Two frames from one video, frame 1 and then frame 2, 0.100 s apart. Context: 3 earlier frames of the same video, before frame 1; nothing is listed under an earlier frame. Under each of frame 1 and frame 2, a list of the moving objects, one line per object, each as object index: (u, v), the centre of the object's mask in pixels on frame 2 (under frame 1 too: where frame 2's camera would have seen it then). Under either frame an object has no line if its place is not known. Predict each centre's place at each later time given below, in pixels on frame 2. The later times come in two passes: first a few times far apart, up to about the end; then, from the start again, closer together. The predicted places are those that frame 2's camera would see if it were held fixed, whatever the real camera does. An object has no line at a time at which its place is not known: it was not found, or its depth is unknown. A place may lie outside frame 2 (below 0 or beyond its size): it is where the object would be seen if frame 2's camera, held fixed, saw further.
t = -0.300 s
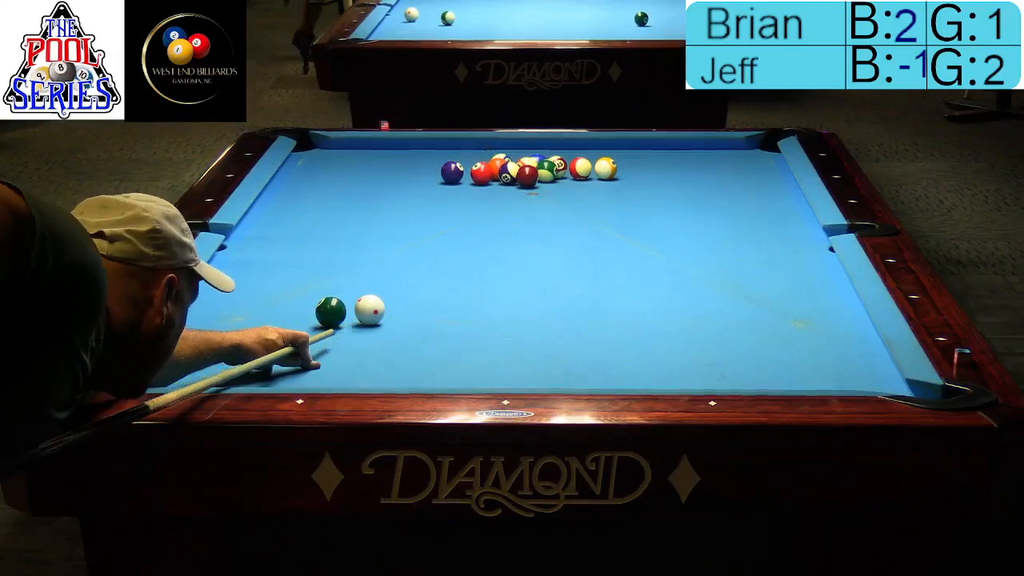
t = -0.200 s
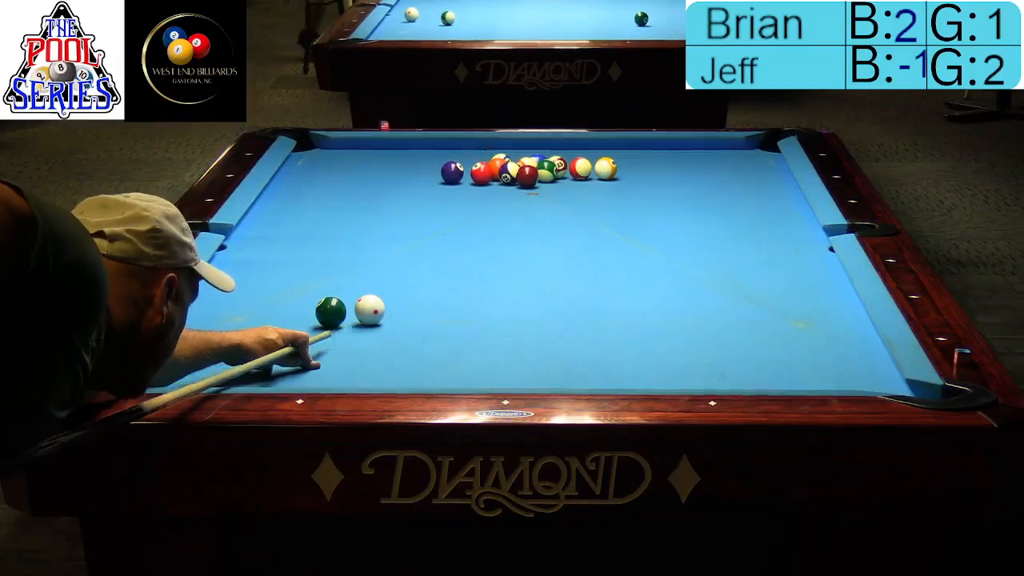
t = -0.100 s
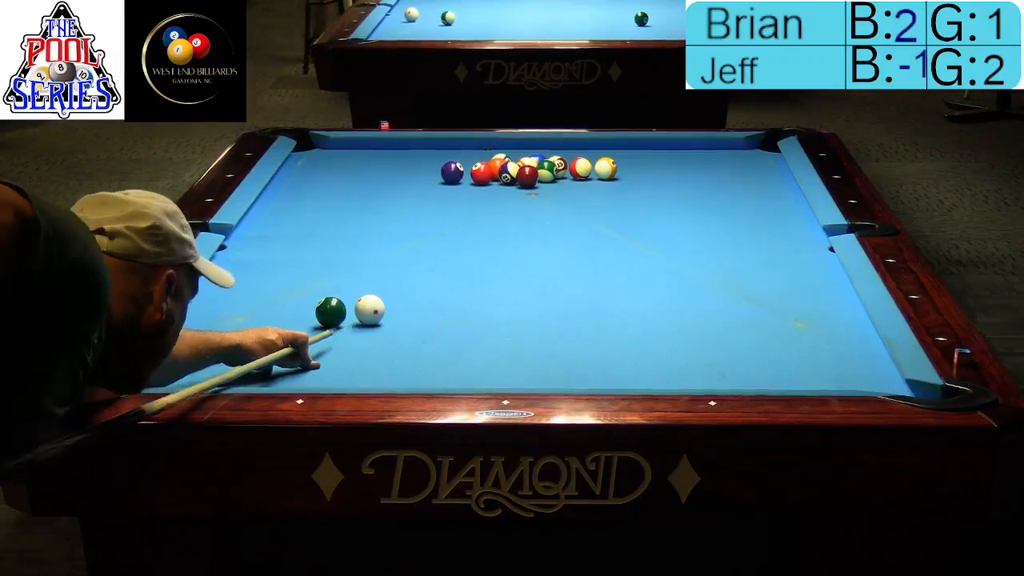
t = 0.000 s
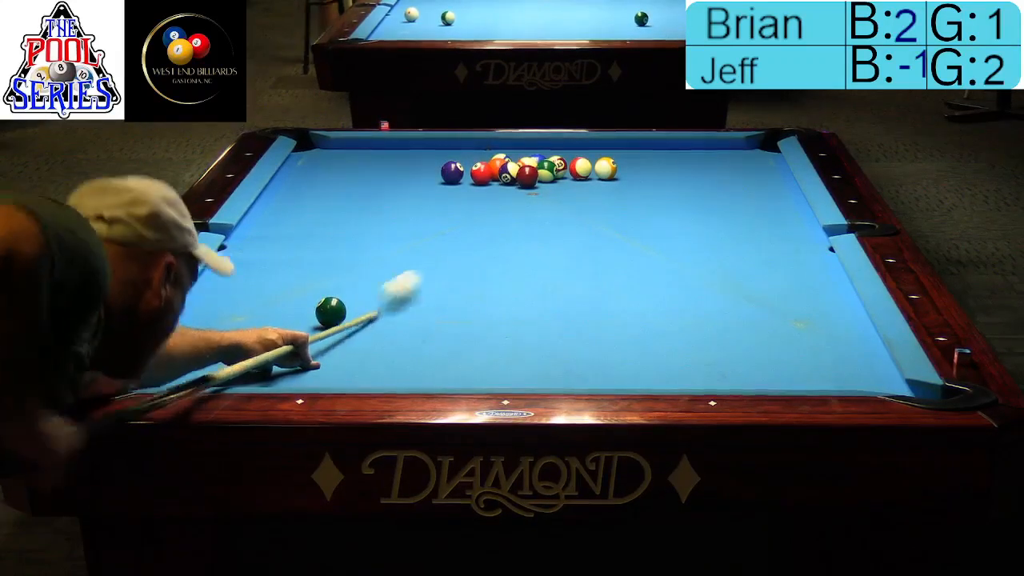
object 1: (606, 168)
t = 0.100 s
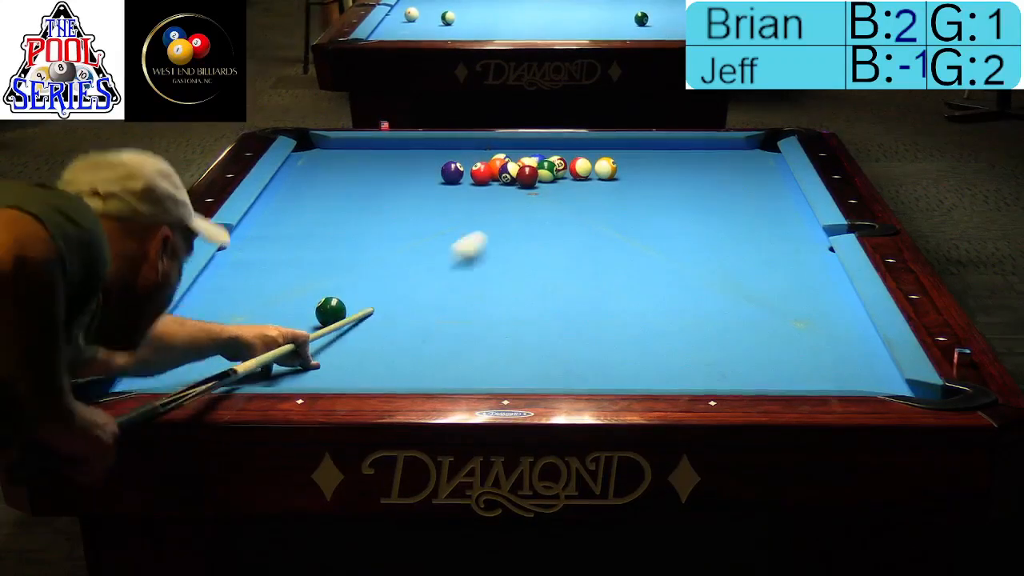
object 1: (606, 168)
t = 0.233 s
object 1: (606, 168)
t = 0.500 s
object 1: (655, 148)
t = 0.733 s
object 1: (699, 156)
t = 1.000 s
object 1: (736, 179)
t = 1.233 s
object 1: (773, 201)
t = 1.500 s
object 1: (802, 228)
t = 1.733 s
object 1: (796, 251)
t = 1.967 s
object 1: (790, 276)
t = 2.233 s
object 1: (781, 307)
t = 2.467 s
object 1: (773, 336)
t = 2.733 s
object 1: (762, 372)
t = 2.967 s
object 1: (733, 378)
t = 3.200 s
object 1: (686, 360)
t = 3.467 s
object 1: (639, 339)
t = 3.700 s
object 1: (602, 323)
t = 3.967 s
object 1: (563, 306)
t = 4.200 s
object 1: (532, 292)
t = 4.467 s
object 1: (501, 278)
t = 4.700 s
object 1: (476, 266)
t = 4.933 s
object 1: (452, 256)
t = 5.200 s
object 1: (429, 245)
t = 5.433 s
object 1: (410, 237)
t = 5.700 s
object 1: (391, 228)
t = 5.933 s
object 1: (375, 220)
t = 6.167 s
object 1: (361, 214)
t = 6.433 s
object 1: (347, 208)
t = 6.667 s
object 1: (335, 202)
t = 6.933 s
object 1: (323, 197)
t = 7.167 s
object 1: (313, 193)
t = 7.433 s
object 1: (303, 189)
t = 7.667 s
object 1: (295, 186)
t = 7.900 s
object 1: (288, 183)
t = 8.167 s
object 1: (281, 180)
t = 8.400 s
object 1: (286, 179)
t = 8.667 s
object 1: (290, 178)
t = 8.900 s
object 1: (292, 177)
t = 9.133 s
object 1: (293, 177)
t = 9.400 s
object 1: (292, 177)
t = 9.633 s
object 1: (293, 177)
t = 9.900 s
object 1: (292, 177)
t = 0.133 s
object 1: (606, 168)
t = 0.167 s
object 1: (606, 168)
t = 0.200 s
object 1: (606, 168)
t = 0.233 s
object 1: (606, 168)
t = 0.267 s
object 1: (606, 168)
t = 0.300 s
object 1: (606, 168)
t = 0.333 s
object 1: (606, 168)
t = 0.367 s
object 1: (607, 168)
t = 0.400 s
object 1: (615, 163)
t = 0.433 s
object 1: (629, 158)
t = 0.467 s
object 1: (643, 153)
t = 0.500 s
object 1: (655, 148)
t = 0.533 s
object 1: (667, 144)
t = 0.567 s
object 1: (677, 142)
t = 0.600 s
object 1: (681, 145)
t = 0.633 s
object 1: (686, 147)
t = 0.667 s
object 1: (691, 151)
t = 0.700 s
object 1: (694, 153)
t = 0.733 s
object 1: (699, 156)
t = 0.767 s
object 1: (704, 159)
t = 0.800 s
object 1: (708, 161)
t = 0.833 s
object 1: (712, 164)
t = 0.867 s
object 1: (717, 167)
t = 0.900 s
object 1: (722, 170)
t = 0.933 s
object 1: (726, 173)
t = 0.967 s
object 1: (731, 176)
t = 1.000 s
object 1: (736, 179)
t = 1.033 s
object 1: (741, 182)
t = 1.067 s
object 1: (746, 185)
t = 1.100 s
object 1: (752, 188)
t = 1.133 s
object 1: (756, 191)
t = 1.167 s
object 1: (762, 194)
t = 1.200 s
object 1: (767, 197)
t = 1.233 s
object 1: (773, 201)
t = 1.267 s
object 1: (778, 204)
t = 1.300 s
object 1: (783, 208)
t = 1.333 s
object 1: (789, 211)
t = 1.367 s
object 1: (795, 214)
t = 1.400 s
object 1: (800, 217)
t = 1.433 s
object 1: (804, 221)
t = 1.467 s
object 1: (803, 225)
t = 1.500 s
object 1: (802, 228)
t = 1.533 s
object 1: (801, 231)
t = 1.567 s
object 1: (800, 234)
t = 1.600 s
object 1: (800, 238)
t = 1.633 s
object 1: (799, 241)
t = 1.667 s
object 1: (798, 244)
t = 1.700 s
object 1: (797, 247)
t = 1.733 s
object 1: (796, 251)
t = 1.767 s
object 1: (795, 255)
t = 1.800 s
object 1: (794, 258)
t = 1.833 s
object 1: (794, 261)
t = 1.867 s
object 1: (793, 265)
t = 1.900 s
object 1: (791, 269)
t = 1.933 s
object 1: (791, 272)
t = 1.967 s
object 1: (790, 276)
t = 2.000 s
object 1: (788, 279)
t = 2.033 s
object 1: (787, 283)
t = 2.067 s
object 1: (786, 287)
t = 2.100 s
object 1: (785, 291)
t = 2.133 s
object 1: (784, 294)
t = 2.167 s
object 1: (783, 299)
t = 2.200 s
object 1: (782, 302)
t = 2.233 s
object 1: (781, 307)
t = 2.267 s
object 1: (780, 310)
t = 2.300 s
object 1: (779, 315)
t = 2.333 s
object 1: (777, 318)
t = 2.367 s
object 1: (776, 323)
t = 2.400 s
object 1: (775, 327)
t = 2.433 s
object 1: (774, 332)
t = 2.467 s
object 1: (773, 336)
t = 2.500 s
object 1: (772, 341)
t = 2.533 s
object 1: (770, 345)
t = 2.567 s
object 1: (769, 350)
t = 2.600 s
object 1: (767, 355)
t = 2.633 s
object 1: (766, 359)
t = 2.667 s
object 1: (765, 363)
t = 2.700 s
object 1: (764, 369)
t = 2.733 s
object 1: (762, 372)
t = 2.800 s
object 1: (760, 378)
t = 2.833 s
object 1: (758, 380)
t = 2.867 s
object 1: (755, 382)
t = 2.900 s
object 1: (748, 380)
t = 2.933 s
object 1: (740, 378)
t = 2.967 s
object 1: (733, 378)
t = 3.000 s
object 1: (725, 375)
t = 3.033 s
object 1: (719, 374)
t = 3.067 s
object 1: (712, 372)
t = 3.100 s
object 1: (706, 369)
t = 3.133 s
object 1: (699, 365)
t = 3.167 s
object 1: (693, 363)
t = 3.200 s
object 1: (686, 360)
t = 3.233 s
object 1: (680, 358)
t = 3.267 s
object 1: (674, 354)
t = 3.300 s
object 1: (668, 352)
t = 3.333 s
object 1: (662, 349)
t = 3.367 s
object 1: (656, 347)
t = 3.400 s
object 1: (651, 344)
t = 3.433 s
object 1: (645, 342)
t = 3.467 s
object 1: (639, 339)
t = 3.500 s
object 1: (634, 337)
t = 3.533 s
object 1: (628, 334)
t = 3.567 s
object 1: (623, 331)
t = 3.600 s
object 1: (617, 329)
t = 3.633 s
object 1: (612, 327)
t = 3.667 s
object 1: (607, 325)
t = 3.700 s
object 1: (602, 323)
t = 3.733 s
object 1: (597, 320)
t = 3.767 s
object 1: (591, 318)
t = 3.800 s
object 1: (587, 316)
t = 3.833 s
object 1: (582, 314)
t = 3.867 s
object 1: (577, 311)
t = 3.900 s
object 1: (572, 309)
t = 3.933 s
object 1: (567, 307)
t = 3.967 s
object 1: (563, 306)
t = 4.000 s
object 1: (558, 303)
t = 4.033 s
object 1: (554, 301)
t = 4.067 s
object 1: (549, 299)
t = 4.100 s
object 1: (545, 298)
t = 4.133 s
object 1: (540, 295)
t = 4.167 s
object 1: (536, 294)
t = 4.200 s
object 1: (532, 292)
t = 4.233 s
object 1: (528, 290)
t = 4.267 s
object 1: (524, 288)
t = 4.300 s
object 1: (520, 286)
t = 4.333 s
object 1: (516, 285)
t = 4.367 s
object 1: (512, 282)
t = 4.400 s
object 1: (508, 281)
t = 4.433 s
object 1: (504, 279)
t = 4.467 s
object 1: (501, 278)
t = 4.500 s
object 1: (497, 276)
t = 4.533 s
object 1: (493, 274)
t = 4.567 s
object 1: (490, 272)
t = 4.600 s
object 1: (486, 270)
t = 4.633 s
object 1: (483, 269)
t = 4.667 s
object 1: (479, 267)
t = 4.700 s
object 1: (476, 266)
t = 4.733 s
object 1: (472, 264)
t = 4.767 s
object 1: (469, 263)
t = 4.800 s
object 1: (465, 261)
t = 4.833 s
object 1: (462, 260)
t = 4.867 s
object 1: (459, 259)
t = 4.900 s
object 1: (455, 257)
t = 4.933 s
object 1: (452, 256)
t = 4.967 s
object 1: (449, 254)
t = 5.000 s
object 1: (446, 253)
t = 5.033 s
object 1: (443, 252)
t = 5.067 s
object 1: (441, 250)
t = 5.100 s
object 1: (438, 249)
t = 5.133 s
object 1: (434, 248)
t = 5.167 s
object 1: (432, 246)
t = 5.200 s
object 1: (429, 245)
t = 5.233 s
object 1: (426, 244)
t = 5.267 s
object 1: (423, 242)
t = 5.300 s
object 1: (421, 241)
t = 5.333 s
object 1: (418, 240)
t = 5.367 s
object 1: (415, 239)
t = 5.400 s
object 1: (412, 238)
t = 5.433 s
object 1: (410, 237)
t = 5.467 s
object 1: (408, 235)
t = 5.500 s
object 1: (405, 234)
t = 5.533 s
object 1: (403, 233)
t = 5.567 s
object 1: (400, 232)
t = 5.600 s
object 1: (398, 230)
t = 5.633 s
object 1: (396, 230)
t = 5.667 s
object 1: (393, 229)
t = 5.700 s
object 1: (391, 228)
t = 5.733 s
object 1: (389, 227)
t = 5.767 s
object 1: (386, 225)
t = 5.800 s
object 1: (384, 224)
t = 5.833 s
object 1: (382, 223)
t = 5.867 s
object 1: (379, 223)
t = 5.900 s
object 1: (377, 222)
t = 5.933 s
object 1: (375, 220)
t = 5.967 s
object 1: (373, 220)
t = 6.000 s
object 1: (371, 219)
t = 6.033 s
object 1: (369, 218)
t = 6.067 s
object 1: (367, 217)
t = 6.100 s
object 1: (365, 216)
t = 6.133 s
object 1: (364, 215)
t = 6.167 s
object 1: (361, 214)
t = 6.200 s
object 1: (360, 214)
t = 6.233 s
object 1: (358, 213)
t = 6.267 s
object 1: (355, 212)
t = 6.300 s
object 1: (354, 211)
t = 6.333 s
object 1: (352, 210)
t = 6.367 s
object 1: (350, 209)
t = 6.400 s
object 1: (349, 209)
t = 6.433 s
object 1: (347, 208)
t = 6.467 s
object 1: (345, 207)
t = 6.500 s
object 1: (344, 206)
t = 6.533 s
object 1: (341, 205)
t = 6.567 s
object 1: (340, 205)
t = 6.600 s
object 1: (339, 204)
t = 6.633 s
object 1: (336, 203)
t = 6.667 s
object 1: (335, 202)
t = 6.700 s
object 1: (334, 202)
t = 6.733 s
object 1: (332, 201)
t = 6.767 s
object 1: (331, 200)
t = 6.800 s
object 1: (328, 200)
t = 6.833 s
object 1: (328, 199)
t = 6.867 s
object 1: (326, 198)
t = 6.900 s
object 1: (324, 198)
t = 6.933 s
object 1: (323, 197)
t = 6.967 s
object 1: (321, 197)
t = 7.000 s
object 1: (320, 196)
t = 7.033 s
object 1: (318, 195)
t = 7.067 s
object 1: (317, 195)
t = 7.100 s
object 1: (316, 194)
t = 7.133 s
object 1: (314, 193)
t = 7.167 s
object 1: (313, 193)
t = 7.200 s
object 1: (312, 192)
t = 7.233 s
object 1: (310, 192)
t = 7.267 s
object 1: (309, 192)
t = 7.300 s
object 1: (308, 191)
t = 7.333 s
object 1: (307, 190)
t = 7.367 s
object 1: (305, 190)
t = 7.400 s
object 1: (304, 189)
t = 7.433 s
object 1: (303, 189)
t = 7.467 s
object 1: (302, 188)
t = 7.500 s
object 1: (300, 188)
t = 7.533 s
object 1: (299, 187)
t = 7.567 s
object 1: (298, 187)
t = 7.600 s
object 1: (298, 186)
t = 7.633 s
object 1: (296, 186)
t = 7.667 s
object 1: (295, 186)
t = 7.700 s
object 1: (294, 185)
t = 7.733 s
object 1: (293, 185)
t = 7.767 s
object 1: (292, 185)
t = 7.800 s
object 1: (291, 184)
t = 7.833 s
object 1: (290, 184)
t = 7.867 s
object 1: (289, 183)
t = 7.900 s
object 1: (288, 183)
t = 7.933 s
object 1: (287, 182)
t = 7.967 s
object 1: (286, 182)
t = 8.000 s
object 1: (285, 182)
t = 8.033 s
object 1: (284, 181)
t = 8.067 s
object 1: (284, 181)
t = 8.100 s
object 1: (283, 181)
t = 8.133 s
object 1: (282, 180)
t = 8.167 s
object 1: (281, 180)
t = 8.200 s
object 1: (282, 180)
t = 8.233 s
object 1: (283, 180)
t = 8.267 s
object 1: (283, 180)
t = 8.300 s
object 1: (284, 179)
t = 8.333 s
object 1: (285, 179)
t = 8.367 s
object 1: (285, 179)
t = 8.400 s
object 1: (286, 179)
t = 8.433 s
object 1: (286, 179)
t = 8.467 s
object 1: (287, 179)
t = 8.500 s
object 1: (288, 178)
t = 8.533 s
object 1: (288, 178)
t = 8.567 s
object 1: (289, 179)
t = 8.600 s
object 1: (290, 178)
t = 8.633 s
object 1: (290, 178)
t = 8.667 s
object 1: (290, 178)
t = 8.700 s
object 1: (291, 178)
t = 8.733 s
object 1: (291, 178)
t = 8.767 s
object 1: (292, 178)
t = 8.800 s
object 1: (292, 178)
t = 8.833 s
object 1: (292, 178)
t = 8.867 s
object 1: (292, 178)
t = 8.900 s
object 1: (292, 177)
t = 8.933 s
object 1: (292, 177)
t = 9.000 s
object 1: (293, 177)
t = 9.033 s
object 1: (293, 177)
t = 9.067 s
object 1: (292, 177)
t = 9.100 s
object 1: (292, 177)
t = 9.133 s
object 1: (293, 177)
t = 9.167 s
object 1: (292, 177)
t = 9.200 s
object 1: (292, 177)
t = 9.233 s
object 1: (293, 177)
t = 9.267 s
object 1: (292, 177)
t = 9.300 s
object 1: (292, 177)
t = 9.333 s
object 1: (292, 177)
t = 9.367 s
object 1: (293, 177)
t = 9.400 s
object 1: (292, 177)
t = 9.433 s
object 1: (292, 177)
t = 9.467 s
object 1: (293, 177)
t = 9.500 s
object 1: (292, 177)
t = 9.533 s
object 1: (292, 177)
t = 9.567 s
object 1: (292, 177)
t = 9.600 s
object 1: (292, 177)
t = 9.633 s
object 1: (293, 177)
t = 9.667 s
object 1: (293, 177)
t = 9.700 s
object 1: (293, 177)
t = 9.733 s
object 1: (293, 177)
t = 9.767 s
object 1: (293, 177)
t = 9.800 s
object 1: (293, 177)
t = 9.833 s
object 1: (292, 177)
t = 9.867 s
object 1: (293, 177)
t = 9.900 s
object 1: (292, 177)
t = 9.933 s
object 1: (292, 177)
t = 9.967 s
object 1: (293, 177)
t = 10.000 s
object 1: (293, 177)
